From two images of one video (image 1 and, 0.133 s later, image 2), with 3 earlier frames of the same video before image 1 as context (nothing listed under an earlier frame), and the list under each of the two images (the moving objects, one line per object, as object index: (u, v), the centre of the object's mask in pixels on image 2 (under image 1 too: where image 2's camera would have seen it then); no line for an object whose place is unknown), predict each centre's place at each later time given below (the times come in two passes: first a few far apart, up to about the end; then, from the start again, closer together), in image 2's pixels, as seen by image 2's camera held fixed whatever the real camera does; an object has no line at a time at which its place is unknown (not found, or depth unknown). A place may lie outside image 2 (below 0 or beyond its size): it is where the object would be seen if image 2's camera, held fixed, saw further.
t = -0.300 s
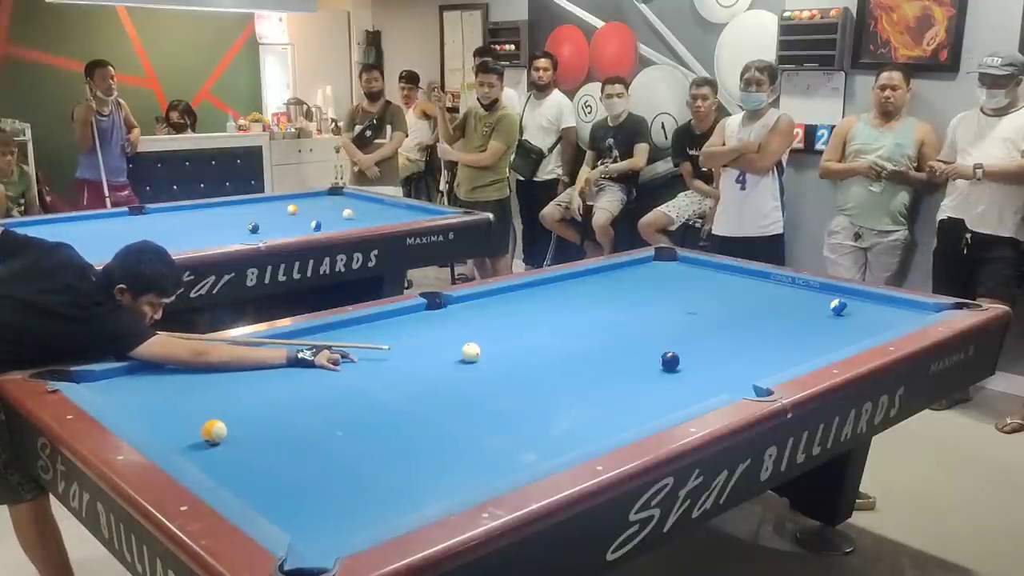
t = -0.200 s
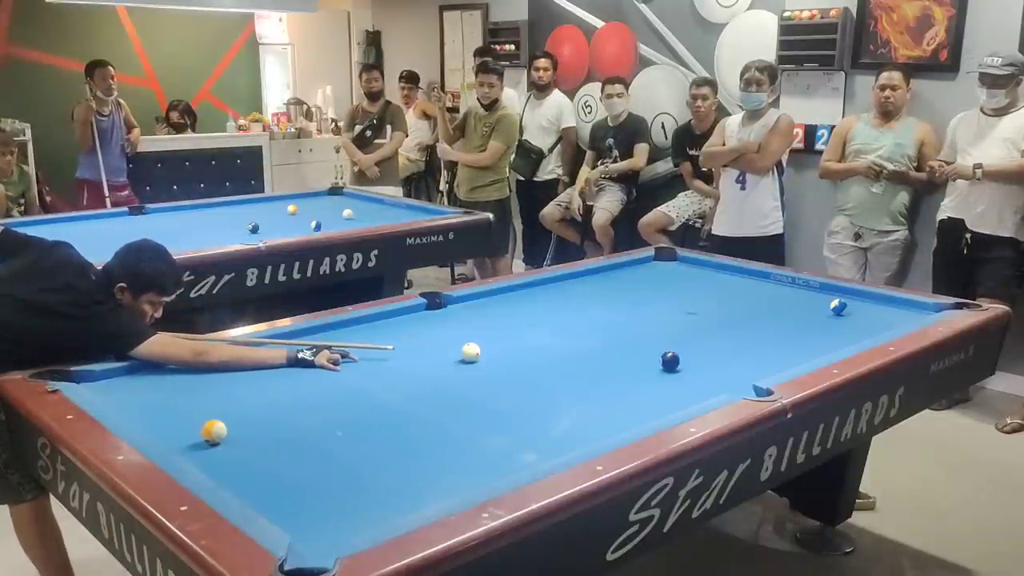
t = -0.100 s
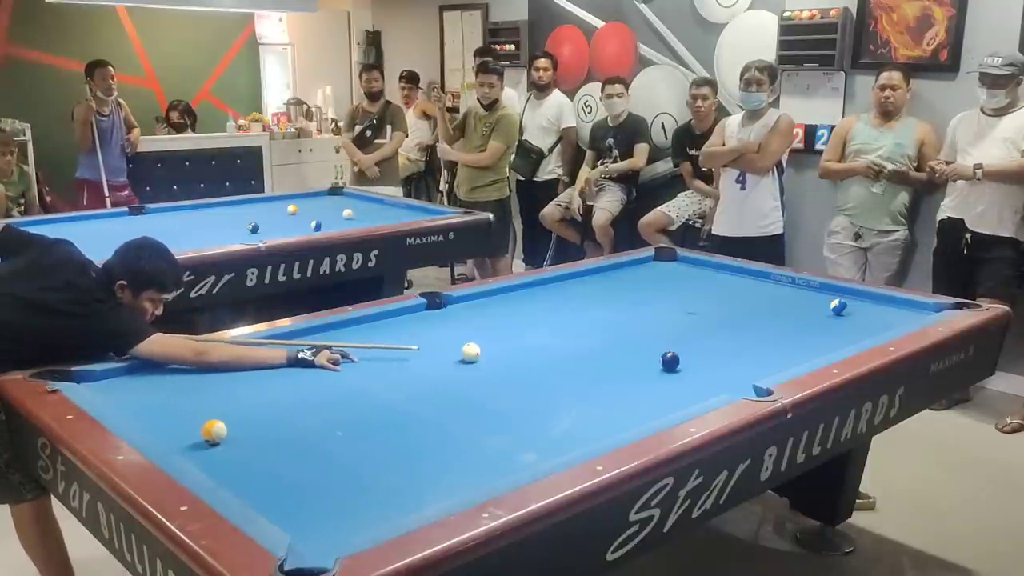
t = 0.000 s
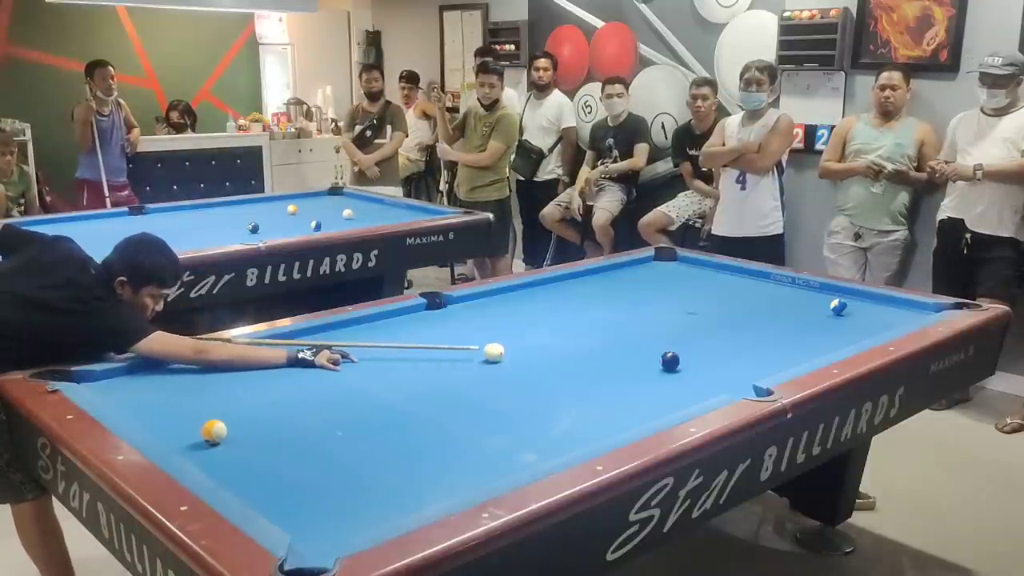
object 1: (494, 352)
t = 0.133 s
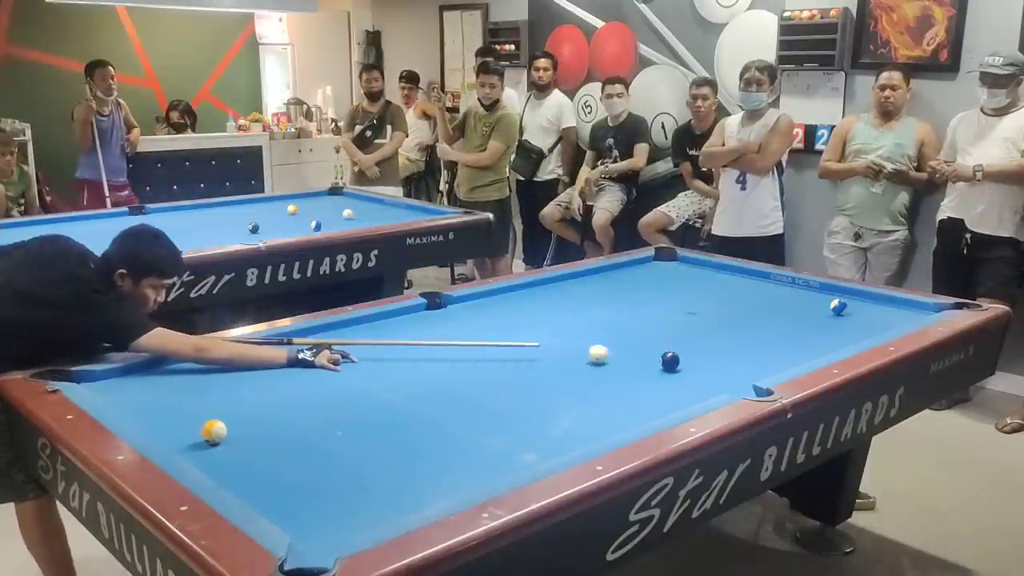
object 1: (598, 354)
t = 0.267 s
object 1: (689, 350)
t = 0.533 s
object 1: (840, 336)
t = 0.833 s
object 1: (901, 310)
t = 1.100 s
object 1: (852, 302)
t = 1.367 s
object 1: (774, 301)
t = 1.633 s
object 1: (699, 300)
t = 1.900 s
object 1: (627, 299)
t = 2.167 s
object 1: (557, 298)
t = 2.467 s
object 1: (482, 296)
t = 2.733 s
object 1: (462, 305)
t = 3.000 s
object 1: (449, 316)
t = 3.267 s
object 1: (435, 328)
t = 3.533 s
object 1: (421, 340)
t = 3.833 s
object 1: (405, 354)
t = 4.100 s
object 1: (390, 366)
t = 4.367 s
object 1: (375, 379)
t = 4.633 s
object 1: (359, 393)
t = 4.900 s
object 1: (343, 407)
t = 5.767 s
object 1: (282, 448)
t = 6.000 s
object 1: (277, 462)
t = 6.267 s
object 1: (261, 475)
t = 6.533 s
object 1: (246, 486)
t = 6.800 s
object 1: (248, 491)
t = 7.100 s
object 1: (261, 491)
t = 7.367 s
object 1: (269, 490)
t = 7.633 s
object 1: (274, 490)
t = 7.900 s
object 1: (275, 490)
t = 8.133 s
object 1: (274, 490)
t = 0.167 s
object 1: (623, 354)
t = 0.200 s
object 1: (649, 355)
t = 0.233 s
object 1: (669, 350)
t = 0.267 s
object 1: (689, 350)
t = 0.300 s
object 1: (709, 349)
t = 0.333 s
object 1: (729, 347)
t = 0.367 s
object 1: (748, 345)
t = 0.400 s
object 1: (767, 343)
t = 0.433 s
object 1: (786, 342)
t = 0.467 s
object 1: (804, 340)
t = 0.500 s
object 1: (822, 338)
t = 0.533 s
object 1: (840, 336)
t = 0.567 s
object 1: (857, 334)
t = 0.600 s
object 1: (875, 331)
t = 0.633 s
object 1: (883, 328)
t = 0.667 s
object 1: (886, 324)
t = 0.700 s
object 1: (889, 322)
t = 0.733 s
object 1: (892, 319)
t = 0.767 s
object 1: (895, 316)
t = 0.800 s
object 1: (898, 313)
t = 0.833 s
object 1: (901, 310)
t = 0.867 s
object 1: (904, 307)
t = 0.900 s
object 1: (906, 304)
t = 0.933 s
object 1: (904, 302)
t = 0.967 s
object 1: (893, 302)
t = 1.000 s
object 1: (882, 302)
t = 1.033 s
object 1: (872, 302)
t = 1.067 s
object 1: (861, 302)
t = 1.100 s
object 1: (852, 302)
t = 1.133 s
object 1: (843, 298)
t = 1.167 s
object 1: (831, 300)
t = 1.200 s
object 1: (823, 301)
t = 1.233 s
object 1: (812, 301)
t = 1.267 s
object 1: (803, 301)
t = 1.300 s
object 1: (793, 301)
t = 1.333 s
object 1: (783, 301)
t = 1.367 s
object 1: (774, 301)
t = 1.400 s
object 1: (764, 301)
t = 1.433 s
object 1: (755, 301)
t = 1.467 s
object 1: (746, 300)
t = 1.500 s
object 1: (736, 300)
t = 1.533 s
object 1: (727, 300)
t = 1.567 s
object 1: (718, 300)
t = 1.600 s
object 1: (708, 300)
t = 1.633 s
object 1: (699, 300)
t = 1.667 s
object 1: (690, 300)
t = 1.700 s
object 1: (681, 299)
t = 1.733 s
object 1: (672, 299)
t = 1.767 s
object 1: (663, 299)
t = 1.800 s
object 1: (654, 299)
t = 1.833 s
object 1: (645, 299)
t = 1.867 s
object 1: (636, 299)
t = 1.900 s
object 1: (627, 299)
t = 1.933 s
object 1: (618, 298)
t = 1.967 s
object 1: (609, 299)
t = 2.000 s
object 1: (601, 298)
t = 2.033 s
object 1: (592, 298)
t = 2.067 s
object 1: (583, 298)
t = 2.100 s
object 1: (574, 298)
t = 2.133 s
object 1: (566, 298)
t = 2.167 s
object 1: (557, 298)
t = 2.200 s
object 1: (549, 298)
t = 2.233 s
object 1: (540, 298)
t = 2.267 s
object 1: (532, 297)
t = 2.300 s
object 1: (523, 297)
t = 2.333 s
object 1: (515, 297)
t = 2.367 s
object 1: (507, 297)
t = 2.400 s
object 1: (498, 297)
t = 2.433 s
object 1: (490, 297)
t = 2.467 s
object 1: (482, 296)
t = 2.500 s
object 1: (474, 296)
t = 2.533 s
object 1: (472, 297)
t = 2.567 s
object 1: (470, 299)
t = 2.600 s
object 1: (468, 300)
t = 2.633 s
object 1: (467, 301)
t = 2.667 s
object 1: (465, 303)
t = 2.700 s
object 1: (463, 304)
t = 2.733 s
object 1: (462, 305)
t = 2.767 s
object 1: (461, 306)
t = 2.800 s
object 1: (458, 308)
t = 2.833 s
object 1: (457, 310)
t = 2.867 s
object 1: (455, 311)
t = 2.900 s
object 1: (454, 312)
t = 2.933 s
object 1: (452, 314)
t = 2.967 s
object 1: (450, 315)
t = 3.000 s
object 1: (449, 316)
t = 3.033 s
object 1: (447, 318)
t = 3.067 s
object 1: (445, 319)
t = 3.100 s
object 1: (444, 321)
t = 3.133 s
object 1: (442, 322)
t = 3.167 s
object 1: (440, 324)
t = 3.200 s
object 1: (439, 325)
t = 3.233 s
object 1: (436, 327)
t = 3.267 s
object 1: (435, 328)
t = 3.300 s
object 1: (433, 329)
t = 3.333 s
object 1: (432, 331)
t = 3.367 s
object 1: (430, 333)
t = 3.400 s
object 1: (428, 334)
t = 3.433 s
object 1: (426, 336)
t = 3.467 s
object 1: (424, 337)
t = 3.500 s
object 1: (423, 338)
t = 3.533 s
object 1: (421, 340)
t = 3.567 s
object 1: (419, 341)
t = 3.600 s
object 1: (418, 342)
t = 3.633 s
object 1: (416, 344)
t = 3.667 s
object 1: (414, 346)
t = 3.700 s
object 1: (412, 347)
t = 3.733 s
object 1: (410, 349)
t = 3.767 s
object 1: (408, 351)
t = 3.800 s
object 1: (407, 352)
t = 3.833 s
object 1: (405, 354)
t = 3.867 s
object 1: (403, 355)
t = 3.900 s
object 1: (401, 357)
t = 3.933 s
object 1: (399, 359)
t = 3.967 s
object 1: (397, 360)
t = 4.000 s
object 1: (396, 362)
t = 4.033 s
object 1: (394, 363)
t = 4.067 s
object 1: (392, 365)
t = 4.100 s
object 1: (390, 366)
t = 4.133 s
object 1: (388, 368)
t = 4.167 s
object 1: (386, 370)
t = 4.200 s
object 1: (384, 371)
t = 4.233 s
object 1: (383, 373)
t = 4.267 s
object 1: (381, 374)
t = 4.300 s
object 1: (379, 376)
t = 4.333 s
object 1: (376, 378)
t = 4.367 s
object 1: (375, 379)
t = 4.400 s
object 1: (372, 381)
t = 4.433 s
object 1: (371, 383)
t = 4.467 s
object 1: (369, 384)
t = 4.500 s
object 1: (367, 386)
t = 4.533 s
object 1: (365, 388)
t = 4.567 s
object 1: (363, 389)
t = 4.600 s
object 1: (361, 391)
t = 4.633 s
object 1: (359, 393)
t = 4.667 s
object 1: (357, 394)
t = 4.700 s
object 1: (355, 396)
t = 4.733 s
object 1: (353, 398)
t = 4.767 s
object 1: (351, 400)
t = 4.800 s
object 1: (351, 400)
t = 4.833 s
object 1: (345, 403)
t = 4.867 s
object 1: (345, 405)
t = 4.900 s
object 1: (343, 407)
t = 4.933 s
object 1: (342, 408)
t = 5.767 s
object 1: (282, 448)
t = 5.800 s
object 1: (286, 451)
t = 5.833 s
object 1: (287, 453)
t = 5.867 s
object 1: (285, 455)
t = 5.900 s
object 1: (283, 457)
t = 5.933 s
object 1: (281, 458)
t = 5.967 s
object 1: (279, 460)
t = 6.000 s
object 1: (277, 462)
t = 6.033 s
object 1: (275, 464)
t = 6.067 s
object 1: (273, 465)
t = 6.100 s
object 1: (271, 467)
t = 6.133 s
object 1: (269, 468)
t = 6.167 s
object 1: (267, 470)
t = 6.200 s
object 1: (265, 472)
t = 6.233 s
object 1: (263, 473)
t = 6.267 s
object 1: (261, 475)
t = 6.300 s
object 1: (260, 476)
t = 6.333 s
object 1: (257, 477)
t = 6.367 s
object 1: (256, 479)
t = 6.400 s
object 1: (254, 481)
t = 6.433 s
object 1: (251, 482)
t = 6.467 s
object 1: (250, 484)
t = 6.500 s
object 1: (248, 485)
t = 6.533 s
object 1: (246, 486)
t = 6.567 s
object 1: (245, 487)
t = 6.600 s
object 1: (244, 489)
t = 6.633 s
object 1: (242, 489)
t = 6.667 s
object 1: (241, 490)
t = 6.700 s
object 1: (243, 490)
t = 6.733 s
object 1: (244, 490)
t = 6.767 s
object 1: (246, 490)
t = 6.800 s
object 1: (248, 491)
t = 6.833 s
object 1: (249, 491)
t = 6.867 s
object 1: (251, 491)
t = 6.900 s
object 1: (252, 491)
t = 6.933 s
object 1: (254, 491)
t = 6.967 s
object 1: (255, 492)
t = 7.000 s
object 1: (256, 492)
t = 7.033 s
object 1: (258, 492)
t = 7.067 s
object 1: (259, 491)
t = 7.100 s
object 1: (261, 491)
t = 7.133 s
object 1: (262, 491)
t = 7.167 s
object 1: (263, 491)
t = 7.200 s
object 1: (264, 491)
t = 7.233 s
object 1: (265, 491)
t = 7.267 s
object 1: (266, 490)
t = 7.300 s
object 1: (267, 490)
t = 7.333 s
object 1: (268, 490)
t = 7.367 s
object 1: (269, 490)
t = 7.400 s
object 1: (270, 490)
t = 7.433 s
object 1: (271, 490)
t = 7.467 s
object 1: (271, 490)
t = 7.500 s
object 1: (272, 490)
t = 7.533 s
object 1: (273, 490)
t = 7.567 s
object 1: (274, 490)
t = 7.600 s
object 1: (274, 490)
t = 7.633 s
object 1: (274, 490)
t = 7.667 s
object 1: (274, 490)
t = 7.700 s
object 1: (275, 489)
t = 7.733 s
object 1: (275, 490)
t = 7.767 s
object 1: (275, 489)
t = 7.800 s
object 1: (275, 489)
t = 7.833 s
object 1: (275, 489)
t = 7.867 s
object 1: (275, 490)
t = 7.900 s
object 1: (275, 490)
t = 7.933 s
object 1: (275, 489)
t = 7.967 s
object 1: (274, 489)
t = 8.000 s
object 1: (274, 490)
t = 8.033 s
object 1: (274, 489)
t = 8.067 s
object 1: (274, 489)
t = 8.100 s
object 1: (274, 489)
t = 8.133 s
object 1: (274, 490)
